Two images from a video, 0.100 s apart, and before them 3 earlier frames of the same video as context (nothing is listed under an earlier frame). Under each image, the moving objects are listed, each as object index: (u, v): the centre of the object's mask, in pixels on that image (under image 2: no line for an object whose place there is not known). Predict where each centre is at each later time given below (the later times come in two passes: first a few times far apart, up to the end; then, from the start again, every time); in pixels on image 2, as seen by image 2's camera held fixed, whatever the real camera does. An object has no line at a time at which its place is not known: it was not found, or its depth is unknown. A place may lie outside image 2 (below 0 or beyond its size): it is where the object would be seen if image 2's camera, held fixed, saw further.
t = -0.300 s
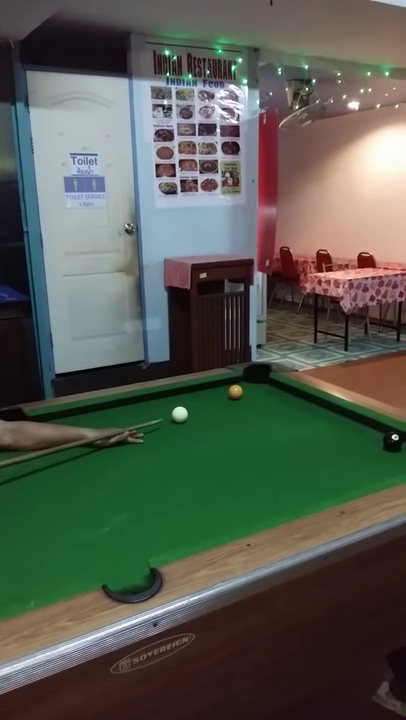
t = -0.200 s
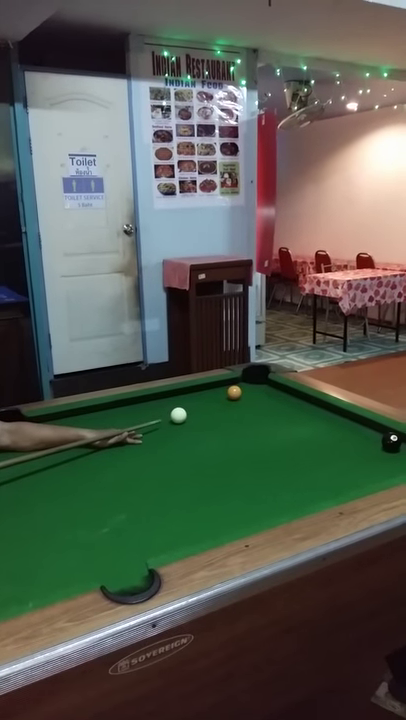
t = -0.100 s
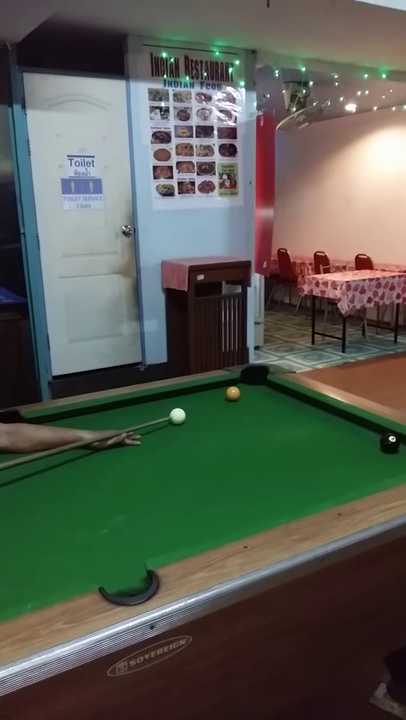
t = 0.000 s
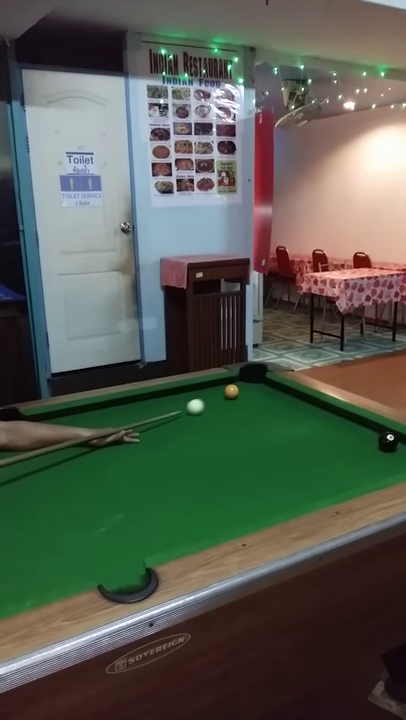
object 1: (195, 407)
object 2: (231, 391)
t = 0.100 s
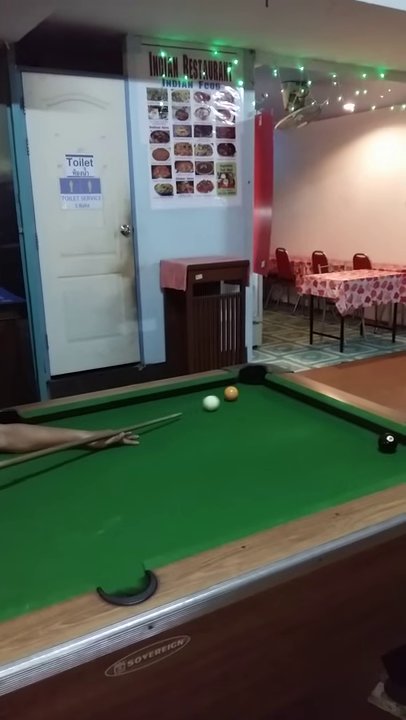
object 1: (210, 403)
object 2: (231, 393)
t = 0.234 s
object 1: (227, 398)
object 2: (235, 389)
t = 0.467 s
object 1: (246, 397)
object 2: (245, 383)
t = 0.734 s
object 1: (264, 396)
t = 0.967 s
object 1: (278, 395)
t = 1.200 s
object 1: (289, 395)
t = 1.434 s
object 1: (288, 397)
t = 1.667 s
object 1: (286, 399)
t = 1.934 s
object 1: (285, 400)
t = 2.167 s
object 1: (285, 401)
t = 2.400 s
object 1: (285, 399)
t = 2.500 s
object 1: (284, 400)
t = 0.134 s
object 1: (216, 401)
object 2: (231, 393)
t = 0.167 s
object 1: (220, 400)
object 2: (232, 392)
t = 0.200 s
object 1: (225, 398)
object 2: (233, 391)
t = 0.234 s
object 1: (227, 398)
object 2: (235, 389)
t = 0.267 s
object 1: (230, 398)
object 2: (237, 389)
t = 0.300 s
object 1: (233, 398)
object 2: (238, 387)
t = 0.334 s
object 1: (235, 398)
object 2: (240, 386)
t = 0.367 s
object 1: (238, 398)
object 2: (240, 385)
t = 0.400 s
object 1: (241, 397)
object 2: (242, 384)
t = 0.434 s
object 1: (243, 397)
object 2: (244, 384)
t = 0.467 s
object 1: (246, 397)
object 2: (245, 383)
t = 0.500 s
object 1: (248, 397)
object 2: (246, 382)
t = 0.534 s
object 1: (250, 397)
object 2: (248, 381)
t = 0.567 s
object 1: (253, 397)
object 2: (250, 381)
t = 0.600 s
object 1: (255, 396)
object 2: (251, 379)
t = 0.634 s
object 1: (257, 396)
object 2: (252, 378)
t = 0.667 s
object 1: (259, 396)
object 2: (253, 378)
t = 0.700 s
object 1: (262, 396)
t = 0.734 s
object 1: (264, 396)
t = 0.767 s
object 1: (266, 395)
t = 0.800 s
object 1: (268, 396)
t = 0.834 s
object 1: (270, 395)
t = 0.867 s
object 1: (273, 395)
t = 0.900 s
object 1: (274, 396)
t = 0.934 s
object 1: (277, 396)
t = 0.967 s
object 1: (278, 395)
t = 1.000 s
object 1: (281, 395)
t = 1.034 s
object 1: (283, 395)
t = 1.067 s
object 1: (285, 395)
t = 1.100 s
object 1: (286, 395)
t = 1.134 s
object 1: (288, 395)
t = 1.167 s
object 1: (290, 395)
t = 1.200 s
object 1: (289, 395)
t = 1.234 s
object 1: (289, 396)
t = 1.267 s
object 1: (289, 396)
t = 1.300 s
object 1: (289, 396)
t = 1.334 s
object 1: (288, 396)
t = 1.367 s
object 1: (288, 397)
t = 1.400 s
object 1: (288, 397)
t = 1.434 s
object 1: (288, 397)
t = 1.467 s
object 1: (287, 397)
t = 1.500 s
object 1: (287, 397)
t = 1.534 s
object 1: (287, 397)
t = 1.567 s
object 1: (287, 398)
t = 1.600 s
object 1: (286, 398)
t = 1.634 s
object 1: (286, 399)
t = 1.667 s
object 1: (286, 399)
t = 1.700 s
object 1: (286, 399)
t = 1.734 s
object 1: (286, 399)
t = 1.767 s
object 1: (286, 399)
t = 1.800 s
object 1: (285, 399)
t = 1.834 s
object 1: (286, 400)
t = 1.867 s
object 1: (285, 400)
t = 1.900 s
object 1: (285, 400)
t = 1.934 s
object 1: (285, 400)
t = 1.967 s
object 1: (285, 400)
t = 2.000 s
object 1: (285, 400)
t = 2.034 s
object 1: (285, 400)
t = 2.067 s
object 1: (285, 400)
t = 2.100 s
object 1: (285, 400)
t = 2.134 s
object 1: (285, 401)
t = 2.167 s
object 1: (285, 401)
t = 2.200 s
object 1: (285, 401)
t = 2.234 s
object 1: (285, 401)
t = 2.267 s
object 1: (285, 401)
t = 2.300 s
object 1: (285, 401)
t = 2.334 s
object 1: (285, 401)
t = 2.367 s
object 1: (285, 400)
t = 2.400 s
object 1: (285, 399)
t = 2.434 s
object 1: (285, 399)
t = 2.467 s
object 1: (285, 400)
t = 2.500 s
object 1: (284, 400)
